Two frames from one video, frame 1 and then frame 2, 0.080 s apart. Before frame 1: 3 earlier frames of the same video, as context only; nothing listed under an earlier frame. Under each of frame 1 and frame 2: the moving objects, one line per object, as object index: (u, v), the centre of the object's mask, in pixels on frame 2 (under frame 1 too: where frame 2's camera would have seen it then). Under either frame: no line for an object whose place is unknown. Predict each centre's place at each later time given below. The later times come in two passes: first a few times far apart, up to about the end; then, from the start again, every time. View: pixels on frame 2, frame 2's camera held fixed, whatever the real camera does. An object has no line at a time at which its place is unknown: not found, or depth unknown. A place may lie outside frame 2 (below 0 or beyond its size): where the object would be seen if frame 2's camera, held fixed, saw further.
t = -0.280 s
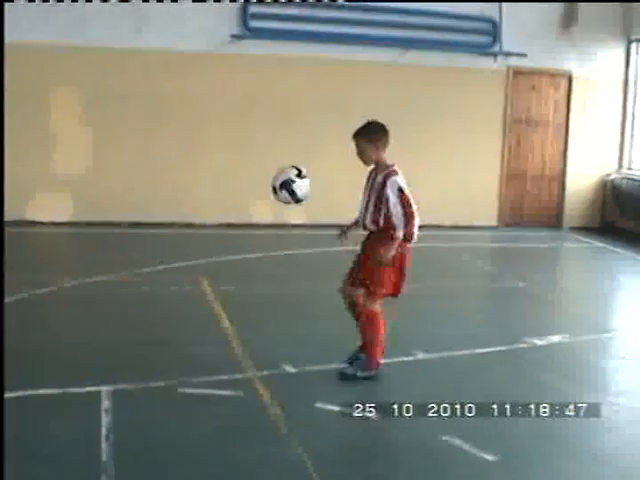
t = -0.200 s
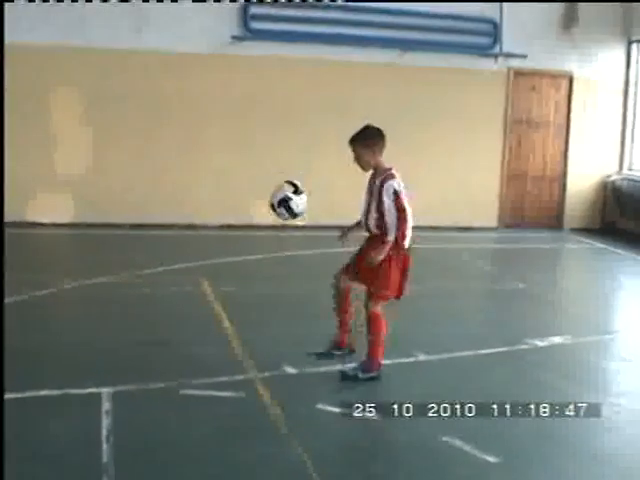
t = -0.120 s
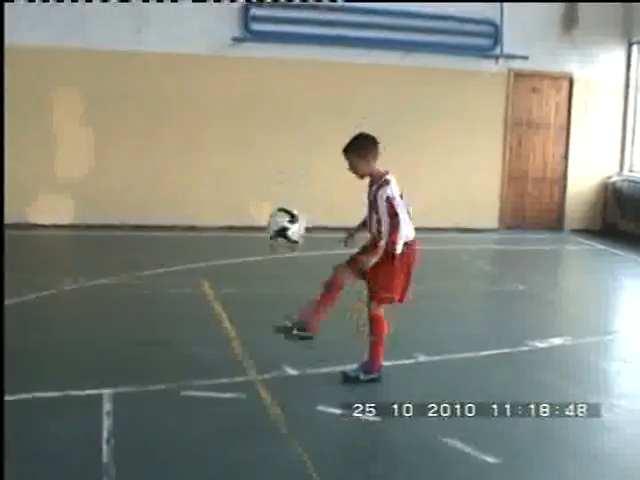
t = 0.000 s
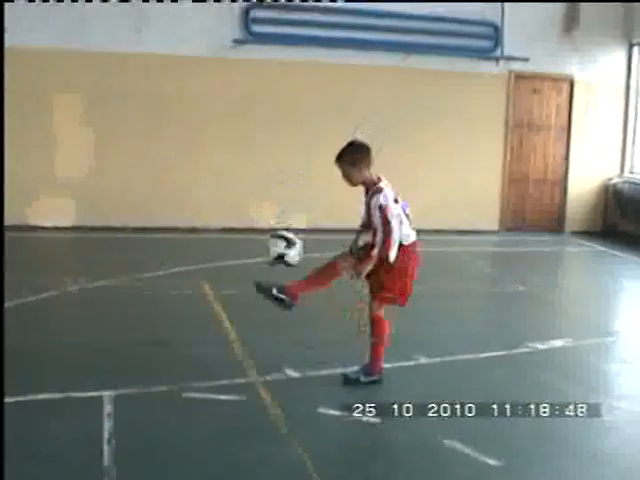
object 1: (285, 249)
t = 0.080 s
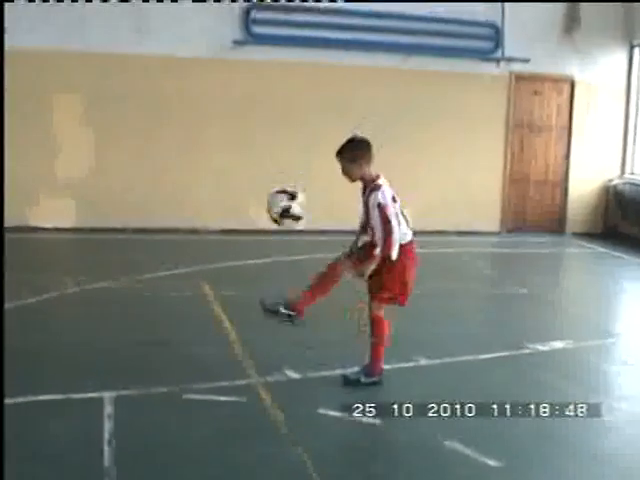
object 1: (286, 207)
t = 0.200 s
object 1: (288, 158)
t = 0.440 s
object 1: (293, 151)
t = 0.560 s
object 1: (294, 185)
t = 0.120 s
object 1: (288, 185)
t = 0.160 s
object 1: (289, 171)
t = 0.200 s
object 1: (288, 158)
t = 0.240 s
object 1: (290, 151)
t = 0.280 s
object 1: (291, 145)
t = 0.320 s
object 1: (291, 142)
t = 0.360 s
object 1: (292, 142)
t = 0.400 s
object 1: (293, 146)
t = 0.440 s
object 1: (293, 151)
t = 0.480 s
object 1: (294, 159)
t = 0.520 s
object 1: (294, 170)
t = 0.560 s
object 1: (294, 185)
